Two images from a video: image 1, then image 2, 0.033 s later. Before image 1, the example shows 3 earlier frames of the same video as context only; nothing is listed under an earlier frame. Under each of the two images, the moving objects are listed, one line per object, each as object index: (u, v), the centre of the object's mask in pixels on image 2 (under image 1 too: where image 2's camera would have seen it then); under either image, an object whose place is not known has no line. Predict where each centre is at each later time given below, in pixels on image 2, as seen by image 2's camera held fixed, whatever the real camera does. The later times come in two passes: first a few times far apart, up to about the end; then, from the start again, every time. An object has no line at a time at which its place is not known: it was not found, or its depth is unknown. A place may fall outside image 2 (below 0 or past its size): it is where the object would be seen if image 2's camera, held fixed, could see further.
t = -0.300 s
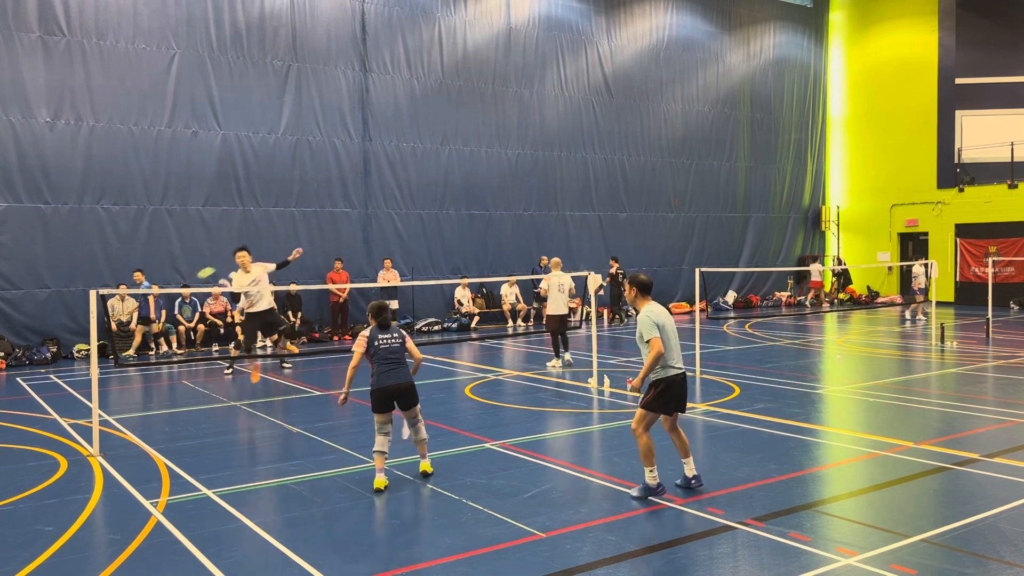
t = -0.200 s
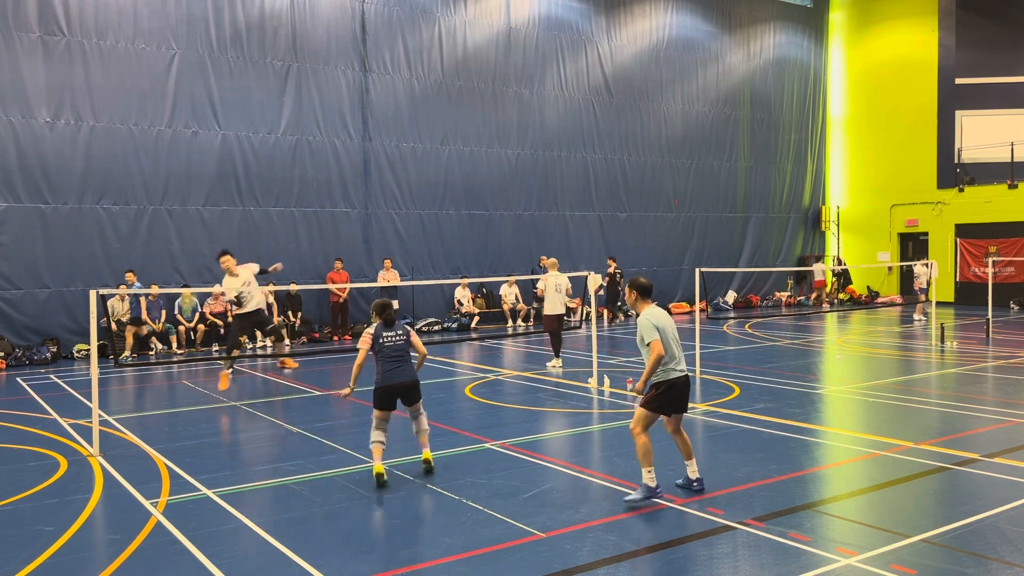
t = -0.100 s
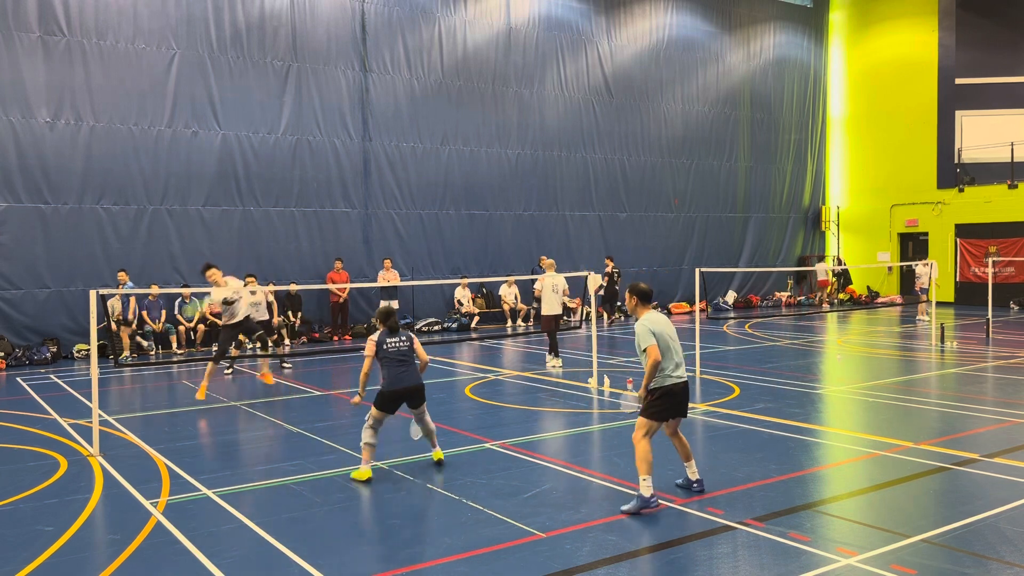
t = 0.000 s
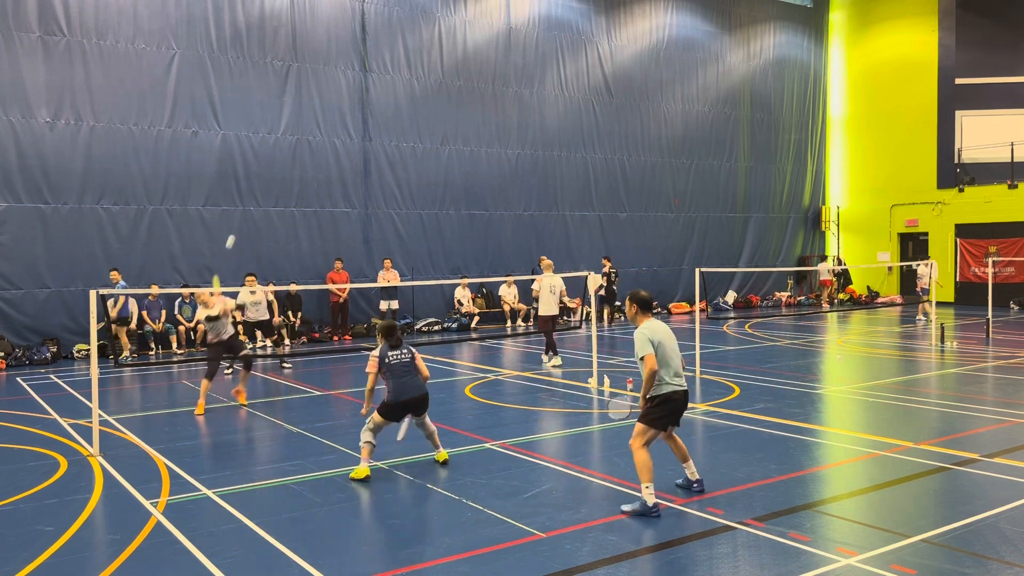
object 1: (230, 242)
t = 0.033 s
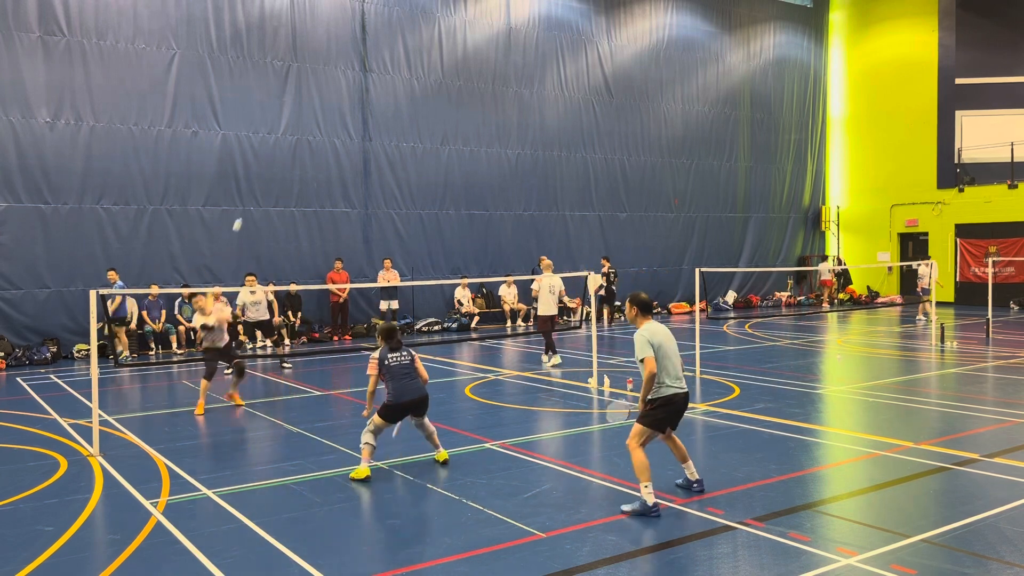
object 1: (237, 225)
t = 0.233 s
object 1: (283, 148)
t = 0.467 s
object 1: (333, 116)
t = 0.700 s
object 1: (384, 155)
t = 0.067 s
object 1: (245, 209)
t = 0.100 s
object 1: (252, 194)
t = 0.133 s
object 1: (261, 181)
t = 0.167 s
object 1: (268, 169)
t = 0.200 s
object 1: (276, 158)
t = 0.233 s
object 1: (283, 148)
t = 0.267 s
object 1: (291, 139)
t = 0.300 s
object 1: (298, 132)
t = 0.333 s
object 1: (305, 126)
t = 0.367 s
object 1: (312, 121)
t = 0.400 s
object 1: (319, 118)
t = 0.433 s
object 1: (327, 116)
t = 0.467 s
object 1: (333, 116)
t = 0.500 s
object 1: (341, 116)
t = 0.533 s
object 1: (348, 119)
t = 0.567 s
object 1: (355, 123)
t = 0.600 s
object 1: (363, 128)
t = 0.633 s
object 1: (370, 136)
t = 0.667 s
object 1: (377, 145)
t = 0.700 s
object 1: (384, 155)
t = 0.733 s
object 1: (391, 168)
